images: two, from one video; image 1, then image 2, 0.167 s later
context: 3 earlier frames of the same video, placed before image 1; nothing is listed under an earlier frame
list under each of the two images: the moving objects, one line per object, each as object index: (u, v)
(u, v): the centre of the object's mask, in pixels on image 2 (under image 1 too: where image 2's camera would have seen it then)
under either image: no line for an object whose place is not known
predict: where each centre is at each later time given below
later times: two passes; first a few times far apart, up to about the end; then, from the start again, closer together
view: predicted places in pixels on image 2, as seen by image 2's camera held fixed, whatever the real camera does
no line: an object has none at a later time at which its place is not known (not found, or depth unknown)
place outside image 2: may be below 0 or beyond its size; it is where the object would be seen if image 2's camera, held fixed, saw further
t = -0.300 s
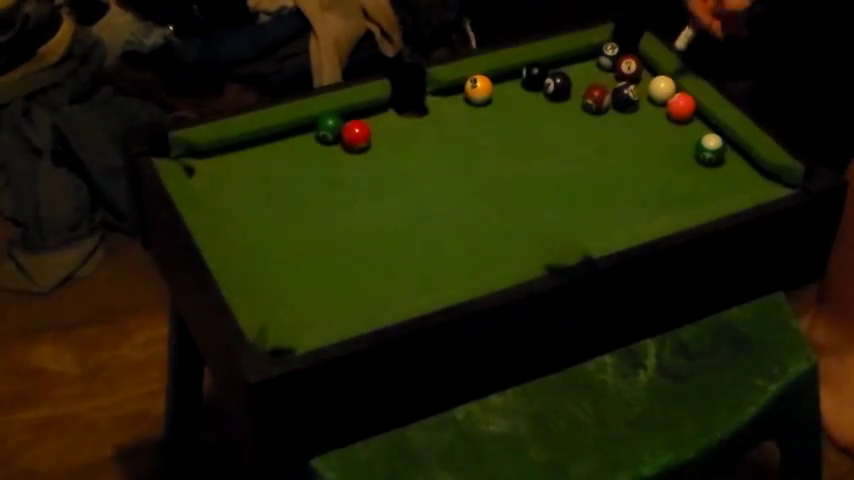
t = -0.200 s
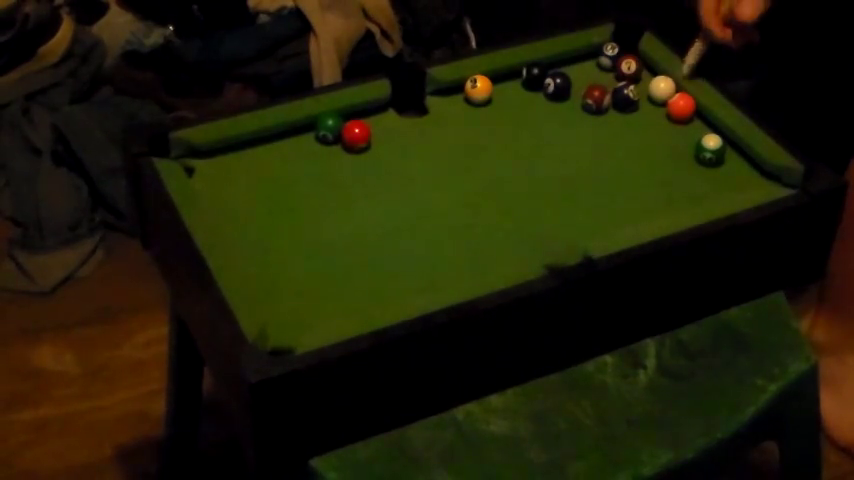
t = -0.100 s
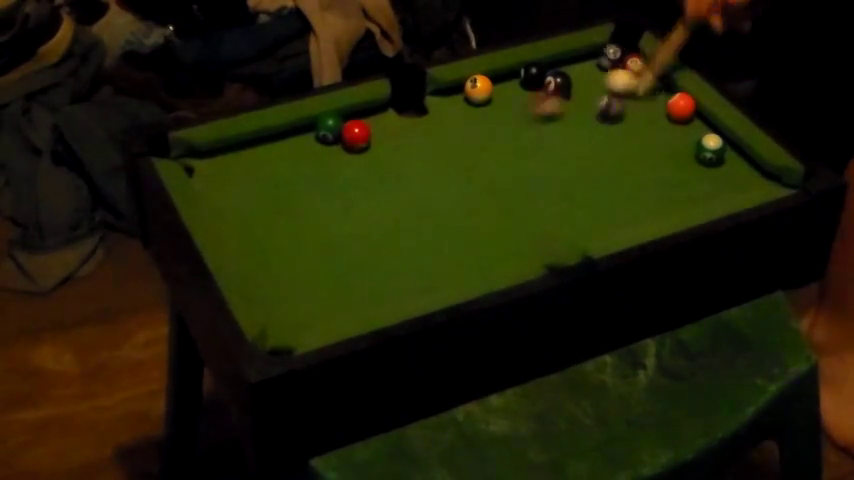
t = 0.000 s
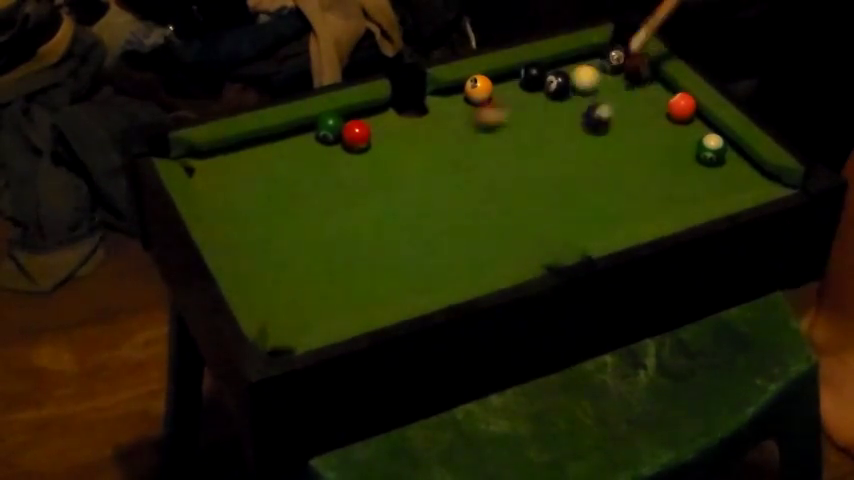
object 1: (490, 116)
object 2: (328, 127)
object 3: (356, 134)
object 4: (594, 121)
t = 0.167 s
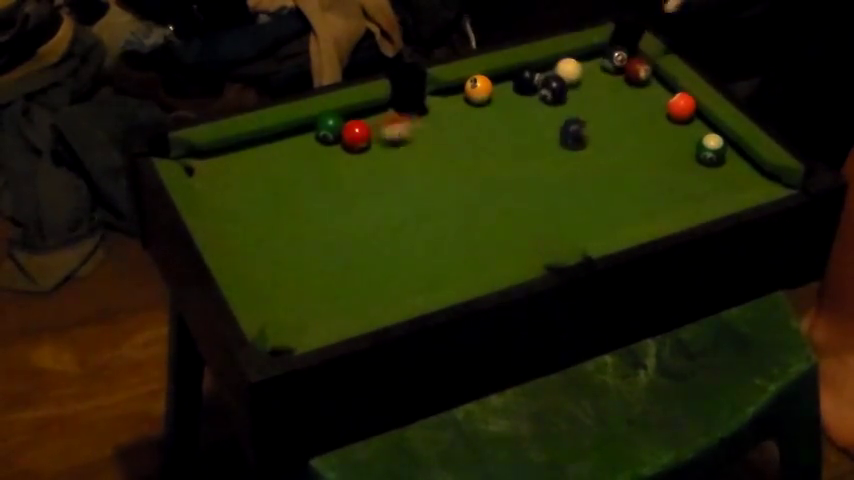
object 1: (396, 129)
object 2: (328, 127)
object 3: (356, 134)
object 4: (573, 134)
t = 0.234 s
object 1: (380, 131)
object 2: (323, 130)
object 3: (350, 139)
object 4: (565, 138)
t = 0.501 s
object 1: (352, 137)
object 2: (305, 145)
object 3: (326, 160)
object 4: (544, 150)
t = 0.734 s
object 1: (345, 138)
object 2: (303, 145)
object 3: (319, 164)
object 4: (540, 152)
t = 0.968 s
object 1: (346, 138)
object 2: (304, 143)
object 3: (318, 164)
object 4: (541, 152)
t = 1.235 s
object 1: (346, 138)
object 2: (304, 143)
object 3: (318, 164)
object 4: (541, 149)
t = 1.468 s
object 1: (346, 138)
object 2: (304, 143)
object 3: (318, 164)
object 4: (541, 149)
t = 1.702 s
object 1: (346, 138)
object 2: (304, 143)
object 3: (318, 164)
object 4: (541, 149)
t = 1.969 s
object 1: (346, 138)
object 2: (304, 143)
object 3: (318, 164)
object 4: (541, 149)
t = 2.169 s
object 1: (346, 138)
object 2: (304, 143)
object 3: (318, 164)
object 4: (541, 149)
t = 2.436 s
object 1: (346, 138)
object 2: (304, 143)
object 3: (319, 164)
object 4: (541, 149)
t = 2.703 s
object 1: (346, 138)
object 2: (304, 143)
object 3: (318, 164)
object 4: (541, 149)
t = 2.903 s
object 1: (346, 138)
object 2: (304, 143)
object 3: (318, 164)
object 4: (541, 149)
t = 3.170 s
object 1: (346, 138)
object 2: (304, 143)
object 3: (318, 164)
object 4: (541, 149)
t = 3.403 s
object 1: (346, 138)
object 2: (304, 143)
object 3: (319, 164)
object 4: (541, 152)
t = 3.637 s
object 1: (346, 138)
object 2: (304, 143)
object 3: (319, 164)
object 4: (541, 152)
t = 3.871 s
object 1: (346, 138)
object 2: (304, 143)
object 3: (319, 163)
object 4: (541, 152)
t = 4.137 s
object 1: (346, 138)
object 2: (304, 143)
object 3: (318, 163)
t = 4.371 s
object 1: (346, 138)
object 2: (304, 143)
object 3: (318, 164)
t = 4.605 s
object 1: (346, 138)
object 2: (304, 143)
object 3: (318, 164)
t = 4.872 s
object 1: (346, 138)
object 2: (304, 143)
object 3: (318, 164)
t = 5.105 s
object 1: (346, 138)
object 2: (304, 143)
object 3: (318, 164)
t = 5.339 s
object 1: (346, 138)
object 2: (304, 143)
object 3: (318, 164)
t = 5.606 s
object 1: (346, 138)
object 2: (304, 143)
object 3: (318, 163)
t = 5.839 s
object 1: (346, 138)
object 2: (304, 143)
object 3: (318, 163)
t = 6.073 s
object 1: (346, 138)
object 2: (304, 143)
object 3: (318, 163)
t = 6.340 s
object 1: (346, 138)
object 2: (304, 143)
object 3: (318, 163)
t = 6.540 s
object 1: (346, 138)
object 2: (304, 143)
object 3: (318, 164)
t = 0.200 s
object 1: (384, 131)
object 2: (326, 128)
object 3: (353, 136)
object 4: (569, 136)
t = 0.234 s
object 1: (380, 131)
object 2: (323, 130)
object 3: (350, 139)
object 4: (565, 138)
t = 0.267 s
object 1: (375, 133)
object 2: (320, 133)
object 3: (346, 143)
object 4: (562, 140)
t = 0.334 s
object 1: (368, 135)
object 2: (315, 139)
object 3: (340, 150)
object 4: (556, 144)
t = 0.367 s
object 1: (364, 135)
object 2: (313, 141)
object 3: (337, 152)
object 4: (553, 146)
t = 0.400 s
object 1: (361, 136)
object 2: (311, 143)
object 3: (334, 154)
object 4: (550, 147)
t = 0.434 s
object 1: (357, 136)
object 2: (309, 143)
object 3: (332, 156)
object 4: (548, 148)
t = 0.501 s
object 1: (352, 137)
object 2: (305, 145)
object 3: (326, 160)
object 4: (544, 150)
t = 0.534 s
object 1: (350, 137)
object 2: (303, 146)
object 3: (324, 162)
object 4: (542, 150)
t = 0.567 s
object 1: (348, 138)
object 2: (302, 146)
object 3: (322, 163)
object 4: (542, 151)
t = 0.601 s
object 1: (347, 138)
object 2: (302, 146)
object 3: (322, 164)
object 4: (541, 151)
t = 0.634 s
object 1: (346, 138)
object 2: (302, 146)
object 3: (321, 164)
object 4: (540, 152)
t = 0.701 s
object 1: (345, 138)
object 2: (302, 145)
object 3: (319, 164)
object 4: (540, 152)
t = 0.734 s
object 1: (345, 138)
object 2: (303, 145)
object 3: (319, 164)
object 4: (540, 152)
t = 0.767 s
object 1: (345, 138)
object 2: (303, 144)
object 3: (318, 164)
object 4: (541, 152)
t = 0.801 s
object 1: (345, 138)
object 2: (304, 144)
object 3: (318, 164)
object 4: (541, 152)
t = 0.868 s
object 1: (346, 138)
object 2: (304, 144)
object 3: (318, 164)
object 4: (541, 152)
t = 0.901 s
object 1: (346, 138)
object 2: (304, 143)
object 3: (318, 164)
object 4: (541, 152)
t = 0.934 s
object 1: (346, 138)
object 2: (304, 143)
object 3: (318, 164)
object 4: (541, 152)
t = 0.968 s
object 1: (346, 138)
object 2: (304, 143)
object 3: (318, 164)
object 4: (541, 152)
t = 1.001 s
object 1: (346, 138)
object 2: (304, 143)
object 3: (318, 164)
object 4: (541, 152)
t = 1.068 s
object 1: (346, 138)
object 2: (304, 144)
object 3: (318, 164)
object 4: (541, 152)
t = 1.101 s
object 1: (346, 138)
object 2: (304, 143)
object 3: (318, 164)
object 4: (541, 150)
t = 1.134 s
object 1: (346, 138)
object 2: (304, 143)
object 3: (318, 164)
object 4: (541, 152)
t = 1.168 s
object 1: (346, 138)
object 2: (304, 143)
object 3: (318, 164)
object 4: (541, 152)
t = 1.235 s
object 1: (346, 138)
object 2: (304, 143)
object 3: (318, 164)
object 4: (541, 149)
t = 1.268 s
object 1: (346, 138)
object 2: (304, 143)
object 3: (319, 163)
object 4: (541, 149)
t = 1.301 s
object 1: (346, 138)
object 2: (304, 143)
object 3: (318, 164)
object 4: (541, 150)
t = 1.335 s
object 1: (346, 138)
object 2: (304, 143)
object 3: (318, 163)
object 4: (541, 149)
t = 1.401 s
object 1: (346, 138)
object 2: (304, 143)
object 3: (318, 164)
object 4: (541, 149)
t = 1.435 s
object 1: (346, 138)
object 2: (304, 143)
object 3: (318, 164)
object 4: (541, 149)
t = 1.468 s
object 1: (346, 138)
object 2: (304, 143)
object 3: (318, 164)
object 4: (541, 149)
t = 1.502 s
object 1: (346, 138)
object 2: (304, 143)
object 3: (318, 163)
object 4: (541, 149)
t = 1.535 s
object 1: (346, 138)
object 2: (304, 143)
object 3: (318, 164)
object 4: (541, 149)
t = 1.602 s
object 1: (346, 138)
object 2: (304, 143)
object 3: (319, 164)
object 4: (541, 149)
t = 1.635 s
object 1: (346, 138)
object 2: (304, 143)
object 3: (319, 164)
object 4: (541, 149)
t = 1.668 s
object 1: (346, 138)
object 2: (304, 143)
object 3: (319, 164)
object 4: (541, 149)
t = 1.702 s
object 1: (346, 138)
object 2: (304, 143)
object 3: (318, 164)
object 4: (541, 149)
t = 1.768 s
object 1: (346, 138)
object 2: (304, 143)
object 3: (318, 164)
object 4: (541, 149)
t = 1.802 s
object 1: (346, 138)
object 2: (304, 143)
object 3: (319, 163)
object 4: (541, 149)
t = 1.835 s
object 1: (346, 138)
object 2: (304, 143)
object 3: (318, 164)
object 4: (541, 149)
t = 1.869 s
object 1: (346, 138)
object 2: (304, 143)
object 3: (318, 164)
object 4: (541, 149)
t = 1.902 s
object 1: (346, 138)
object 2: (304, 143)
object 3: (318, 164)
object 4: (541, 149)
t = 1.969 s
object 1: (346, 138)
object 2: (304, 143)
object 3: (318, 164)
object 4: (541, 149)
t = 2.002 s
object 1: (346, 138)
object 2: (304, 143)
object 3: (318, 164)
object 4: (541, 149)
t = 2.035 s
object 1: (346, 138)
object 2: (304, 143)
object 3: (318, 164)
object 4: (541, 149)
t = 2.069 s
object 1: (346, 138)
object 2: (304, 143)
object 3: (318, 164)
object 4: (541, 149)
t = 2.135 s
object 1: (346, 138)
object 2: (304, 143)
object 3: (318, 164)
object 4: (541, 149)
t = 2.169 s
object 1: (346, 138)
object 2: (304, 143)
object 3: (318, 164)
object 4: (541, 149)
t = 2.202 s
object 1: (346, 138)
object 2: (304, 143)
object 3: (318, 164)
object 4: (541, 149)
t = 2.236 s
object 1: (346, 138)
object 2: (304, 143)
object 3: (318, 164)
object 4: (541, 149)
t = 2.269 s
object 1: (346, 138)
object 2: (304, 143)
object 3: (318, 164)
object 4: (541, 149)
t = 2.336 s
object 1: (346, 138)
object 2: (304, 143)
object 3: (318, 164)
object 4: (541, 149)
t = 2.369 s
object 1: (346, 138)
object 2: (304, 143)
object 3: (318, 164)
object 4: (541, 149)
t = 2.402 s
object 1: (346, 138)
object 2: (304, 143)
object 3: (318, 164)
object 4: (541, 149)
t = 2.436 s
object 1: (346, 138)
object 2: (304, 143)
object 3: (319, 164)
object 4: (541, 149)
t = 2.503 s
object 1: (346, 138)
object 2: (304, 143)
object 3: (318, 164)
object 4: (541, 149)
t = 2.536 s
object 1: (346, 138)
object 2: (304, 143)
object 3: (318, 164)
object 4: (541, 149)
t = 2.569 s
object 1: (346, 138)
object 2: (304, 143)
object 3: (318, 164)
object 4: (541, 149)
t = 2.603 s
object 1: (346, 138)
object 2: (304, 143)
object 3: (318, 164)
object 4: (541, 149)
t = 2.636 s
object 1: (346, 138)
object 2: (304, 143)
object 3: (318, 164)
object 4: (541, 149)
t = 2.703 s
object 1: (346, 138)
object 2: (304, 143)
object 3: (318, 164)
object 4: (541, 149)
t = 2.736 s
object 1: (346, 138)
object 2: (304, 143)
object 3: (318, 164)
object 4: (541, 149)
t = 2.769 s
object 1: (346, 138)
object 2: (304, 143)
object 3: (318, 164)
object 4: (541, 149)
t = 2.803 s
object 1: (346, 138)
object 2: (304, 143)
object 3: (318, 164)
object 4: (541, 149)
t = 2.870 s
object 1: (346, 138)
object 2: (304, 143)
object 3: (318, 164)
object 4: (541, 149)
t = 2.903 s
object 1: (346, 138)
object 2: (304, 143)
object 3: (318, 164)
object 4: (541, 149)
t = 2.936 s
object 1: (346, 138)
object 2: (304, 144)
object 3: (318, 164)
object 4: (541, 149)
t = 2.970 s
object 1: (346, 138)
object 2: (304, 143)
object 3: (318, 164)
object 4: (541, 152)
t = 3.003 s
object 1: (346, 138)
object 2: (304, 143)
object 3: (318, 164)
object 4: (541, 149)
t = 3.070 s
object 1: (346, 138)
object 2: (304, 143)
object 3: (318, 164)
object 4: (541, 149)
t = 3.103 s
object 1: (346, 138)
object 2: (304, 143)
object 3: (318, 164)
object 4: (541, 149)
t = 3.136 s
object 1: (346, 138)
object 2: (304, 143)
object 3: (318, 164)
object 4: (541, 149)
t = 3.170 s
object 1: (346, 138)
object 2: (304, 143)
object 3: (318, 164)
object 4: (541, 149)
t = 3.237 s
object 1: (346, 138)
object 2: (304, 143)
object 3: (318, 164)
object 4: (541, 149)
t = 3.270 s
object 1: (346, 138)
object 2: (304, 143)
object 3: (318, 164)
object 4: (541, 149)
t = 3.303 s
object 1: (346, 138)
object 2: (304, 143)
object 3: (318, 164)
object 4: (541, 149)
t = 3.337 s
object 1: (346, 138)
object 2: (304, 143)
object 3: (319, 164)
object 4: (541, 152)
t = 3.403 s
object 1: (346, 138)
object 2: (304, 143)
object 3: (319, 164)
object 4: (541, 152)
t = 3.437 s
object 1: (346, 138)
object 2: (304, 143)
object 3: (319, 164)
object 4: (541, 152)
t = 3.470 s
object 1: (346, 138)
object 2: (304, 143)
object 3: (319, 163)
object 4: (541, 152)
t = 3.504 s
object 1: (346, 138)
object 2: (304, 143)
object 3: (318, 164)
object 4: (541, 152)
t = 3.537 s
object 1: (346, 138)
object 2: (305, 143)
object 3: (319, 164)
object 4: (541, 152)
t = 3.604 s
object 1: (346, 138)
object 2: (304, 143)
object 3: (319, 164)
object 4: (541, 152)
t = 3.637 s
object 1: (346, 138)
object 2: (304, 143)
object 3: (319, 164)
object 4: (541, 152)
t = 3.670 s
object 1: (346, 138)
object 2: (304, 143)
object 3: (318, 164)
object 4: (541, 152)
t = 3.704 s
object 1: (346, 138)
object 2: (304, 143)
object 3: (318, 164)
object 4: (541, 152)
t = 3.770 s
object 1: (346, 138)
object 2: (304, 143)
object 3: (319, 164)
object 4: (541, 152)
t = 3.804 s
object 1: (346, 138)
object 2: (304, 143)
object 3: (319, 163)
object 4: (541, 152)
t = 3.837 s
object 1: (346, 138)
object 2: (304, 143)
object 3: (319, 163)
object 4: (541, 152)
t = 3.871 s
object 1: (346, 138)
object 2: (304, 143)
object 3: (319, 163)
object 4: (541, 152)
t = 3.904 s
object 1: (346, 138)
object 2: (304, 143)
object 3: (318, 164)
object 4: (541, 152)
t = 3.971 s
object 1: (347, 138)
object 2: (304, 143)
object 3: (318, 163)
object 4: (542, 152)
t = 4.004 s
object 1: (346, 138)
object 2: (304, 143)
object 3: (318, 163)
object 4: (542, 152)
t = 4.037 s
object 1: (346, 138)
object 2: (304, 143)
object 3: (318, 163)
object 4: (542, 152)
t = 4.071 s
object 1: (346, 138)
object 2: (304, 143)
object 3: (318, 163)
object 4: (542, 152)
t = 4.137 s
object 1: (346, 138)
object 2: (304, 143)
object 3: (318, 163)
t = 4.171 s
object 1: (346, 138)
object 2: (304, 143)
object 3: (318, 163)
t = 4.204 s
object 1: (346, 138)
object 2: (304, 143)
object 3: (318, 163)
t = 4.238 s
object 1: (346, 138)
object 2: (304, 143)
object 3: (318, 163)
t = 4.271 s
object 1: (346, 138)
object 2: (304, 143)
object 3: (319, 163)
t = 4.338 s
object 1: (346, 138)
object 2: (304, 143)
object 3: (318, 164)
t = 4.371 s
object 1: (346, 138)
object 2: (304, 143)
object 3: (318, 164)
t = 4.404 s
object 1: (346, 138)
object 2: (304, 143)
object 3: (318, 164)
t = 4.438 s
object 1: (346, 138)
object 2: (304, 143)
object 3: (318, 164)
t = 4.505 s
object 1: (346, 138)
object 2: (304, 143)
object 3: (318, 164)
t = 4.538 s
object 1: (346, 138)
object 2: (304, 143)
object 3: (318, 164)
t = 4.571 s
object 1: (346, 138)
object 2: (304, 143)
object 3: (318, 164)
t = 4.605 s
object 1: (346, 138)
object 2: (304, 143)
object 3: (318, 164)
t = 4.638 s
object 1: (346, 138)
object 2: (304, 143)
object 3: (318, 164)
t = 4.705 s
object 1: (346, 138)
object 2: (304, 143)
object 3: (318, 164)
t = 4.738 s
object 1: (346, 138)
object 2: (304, 143)
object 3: (318, 164)
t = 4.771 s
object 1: (346, 138)
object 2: (304, 143)
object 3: (318, 164)
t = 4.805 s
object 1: (346, 138)
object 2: (304, 143)
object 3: (318, 164)
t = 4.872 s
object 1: (346, 138)
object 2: (304, 143)
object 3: (318, 164)
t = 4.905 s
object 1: (346, 138)
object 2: (304, 143)
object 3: (318, 164)
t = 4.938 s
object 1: (346, 138)
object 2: (304, 143)
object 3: (318, 164)
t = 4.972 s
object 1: (346, 138)
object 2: (305, 143)
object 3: (318, 164)
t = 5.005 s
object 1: (346, 138)
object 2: (304, 143)
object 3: (318, 164)
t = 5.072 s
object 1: (346, 138)
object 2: (304, 143)
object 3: (318, 164)
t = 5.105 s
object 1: (346, 138)
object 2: (304, 143)
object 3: (318, 164)
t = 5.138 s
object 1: (346, 138)
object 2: (304, 143)
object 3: (318, 164)
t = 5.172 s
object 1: (346, 138)
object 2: (304, 143)
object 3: (318, 164)
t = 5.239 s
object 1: (346, 138)
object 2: (305, 143)
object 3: (318, 164)
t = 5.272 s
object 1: (346, 138)
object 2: (305, 143)
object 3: (318, 164)
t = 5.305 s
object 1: (346, 138)
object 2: (304, 143)
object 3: (318, 164)
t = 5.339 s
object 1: (346, 138)
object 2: (304, 143)
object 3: (318, 164)
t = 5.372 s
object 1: (346, 138)
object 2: (304, 143)
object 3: (318, 164)
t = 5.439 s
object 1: (346, 138)
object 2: (305, 143)
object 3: (318, 163)
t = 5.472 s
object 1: (346, 138)
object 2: (305, 143)
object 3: (318, 163)
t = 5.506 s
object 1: (346, 138)
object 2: (304, 143)
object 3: (318, 163)
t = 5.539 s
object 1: (346, 138)
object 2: (304, 143)
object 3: (318, 164)
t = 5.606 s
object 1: (346, 138)
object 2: (304, 143)
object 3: (318, 163)
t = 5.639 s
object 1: (346, 138)
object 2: (304, 143)
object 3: (318, 163)
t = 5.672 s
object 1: (346, 138)
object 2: (304, 143)
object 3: (318, 163)
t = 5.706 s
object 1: (346, 138)
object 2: (304, 143)
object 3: (318, 164)
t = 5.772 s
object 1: (346, 138)
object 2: (304, 143)
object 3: (318, 164)
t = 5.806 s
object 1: (346, 138)
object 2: (304, 143)
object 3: (318, 164)
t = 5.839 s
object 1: (346, 138)
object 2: (304, 143)
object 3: (318, 163)
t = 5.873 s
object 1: (346, 138)
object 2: (304, 143)
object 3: (318, 164)
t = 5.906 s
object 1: (346, 138)
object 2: (304, 143)
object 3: (318, 163)
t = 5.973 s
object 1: (346, 138)
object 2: (304, 143)
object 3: (318, 164)
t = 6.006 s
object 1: (346, 138)
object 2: (304, 143)
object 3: (318, 163)
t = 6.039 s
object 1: (346, 138)
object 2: (304, 143)
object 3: (318, 163)
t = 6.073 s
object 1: (346, 138)
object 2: (304, 143)
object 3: (318, 163)
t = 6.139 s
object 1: (346, 138)
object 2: (305, 143)
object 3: (318, 163)
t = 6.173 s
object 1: (346, 138)
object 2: (304, 143)
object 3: (318, 163)
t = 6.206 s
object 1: (346, 138)
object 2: (304, 143)
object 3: (318, 163)
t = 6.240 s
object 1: (346, 138)
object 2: (304, 143)
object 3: (318, 163)
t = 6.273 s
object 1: (346, 138)
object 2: (304, 143)
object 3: (318, 164)
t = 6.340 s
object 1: (346, 138)
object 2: (304, 143)
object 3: (318, 163)
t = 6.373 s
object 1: (346, 138)
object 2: (304, 143)
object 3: (318, 163)
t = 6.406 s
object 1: (346, 138)
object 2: (304, 143)
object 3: (318, 164)
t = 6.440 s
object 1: (346, 138)
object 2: (304, 143)
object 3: (318, 164)
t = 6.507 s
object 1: (346, 138)
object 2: (304, 143)
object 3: (318, 164)
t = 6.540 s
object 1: (346, 138)
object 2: (304, 143)
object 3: (318, 164)
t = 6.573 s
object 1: (346, 138)
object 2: (304, 143)
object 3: (318, 164)
